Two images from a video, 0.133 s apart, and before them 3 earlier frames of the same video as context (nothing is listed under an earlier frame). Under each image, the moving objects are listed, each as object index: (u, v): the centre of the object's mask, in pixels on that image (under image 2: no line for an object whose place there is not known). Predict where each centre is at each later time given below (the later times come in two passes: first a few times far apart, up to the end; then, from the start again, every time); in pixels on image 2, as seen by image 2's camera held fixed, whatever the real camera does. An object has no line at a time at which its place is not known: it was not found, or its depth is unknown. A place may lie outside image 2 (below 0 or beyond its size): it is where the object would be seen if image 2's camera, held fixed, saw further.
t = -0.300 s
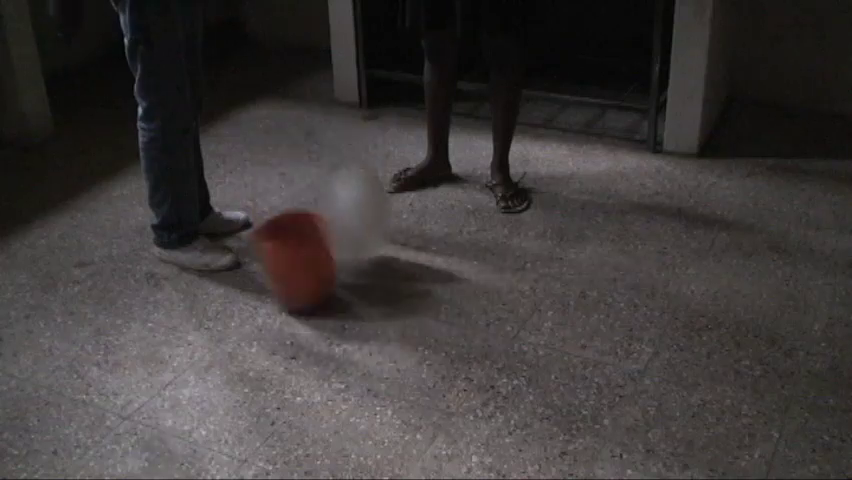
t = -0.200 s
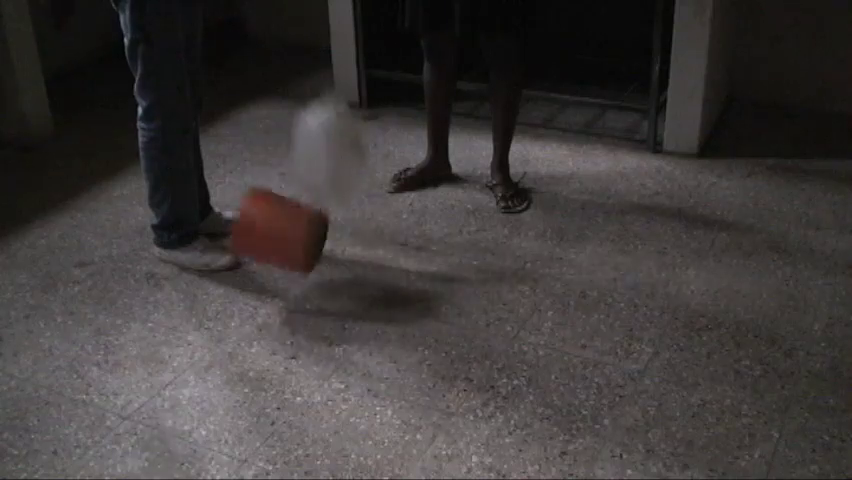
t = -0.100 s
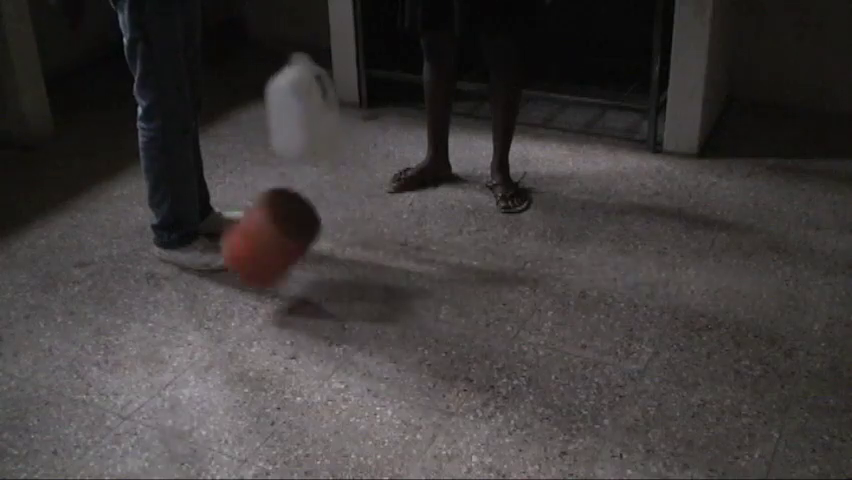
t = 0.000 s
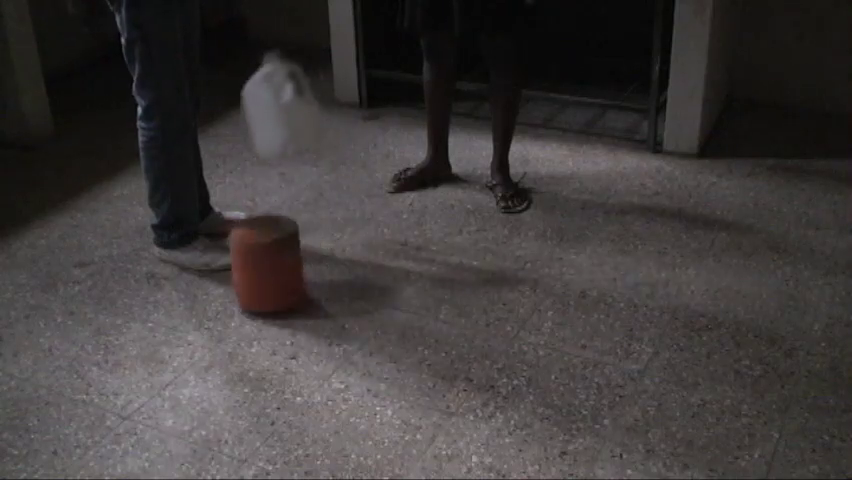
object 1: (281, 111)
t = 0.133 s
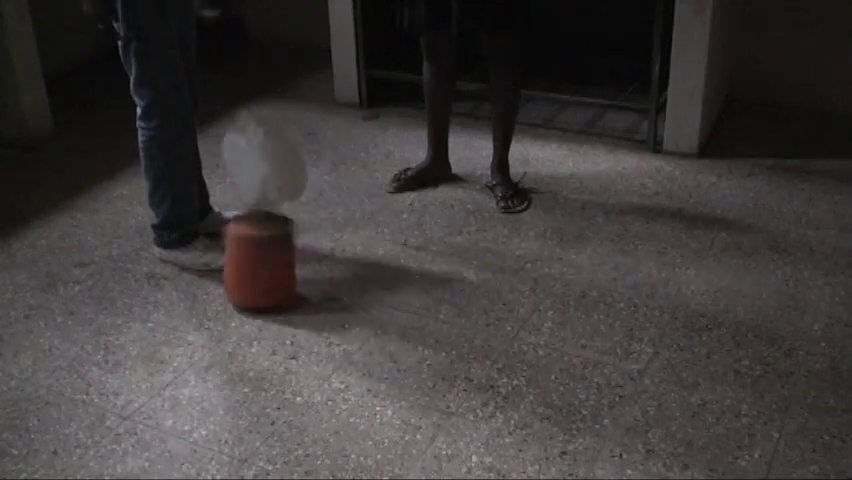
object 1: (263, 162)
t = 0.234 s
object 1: (254, 162)
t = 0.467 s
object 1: (256, 217)
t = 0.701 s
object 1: (314, 222)
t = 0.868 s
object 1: (347, 209)
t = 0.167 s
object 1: (260, 165)
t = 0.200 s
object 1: (258, 162)
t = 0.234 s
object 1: (254, 162)
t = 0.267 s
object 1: (252, 165)
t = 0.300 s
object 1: (244, 173)
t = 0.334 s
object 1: (246, 180)
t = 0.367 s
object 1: (244, 189)
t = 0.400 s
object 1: (243, 203)
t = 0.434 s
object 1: (248, 208)
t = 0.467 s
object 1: (256, 217)
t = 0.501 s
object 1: (265, 220)
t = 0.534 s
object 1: (272, 219)
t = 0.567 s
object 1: (280, 222)
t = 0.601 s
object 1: (287, 224)
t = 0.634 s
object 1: (295, 223)
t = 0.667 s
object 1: (306, 223)
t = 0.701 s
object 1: (314, 222)
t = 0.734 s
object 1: (321, 221)
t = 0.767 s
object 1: (329, 216)
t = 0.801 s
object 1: (335, 213)
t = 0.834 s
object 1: (340, 212)
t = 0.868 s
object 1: (347, 209)
